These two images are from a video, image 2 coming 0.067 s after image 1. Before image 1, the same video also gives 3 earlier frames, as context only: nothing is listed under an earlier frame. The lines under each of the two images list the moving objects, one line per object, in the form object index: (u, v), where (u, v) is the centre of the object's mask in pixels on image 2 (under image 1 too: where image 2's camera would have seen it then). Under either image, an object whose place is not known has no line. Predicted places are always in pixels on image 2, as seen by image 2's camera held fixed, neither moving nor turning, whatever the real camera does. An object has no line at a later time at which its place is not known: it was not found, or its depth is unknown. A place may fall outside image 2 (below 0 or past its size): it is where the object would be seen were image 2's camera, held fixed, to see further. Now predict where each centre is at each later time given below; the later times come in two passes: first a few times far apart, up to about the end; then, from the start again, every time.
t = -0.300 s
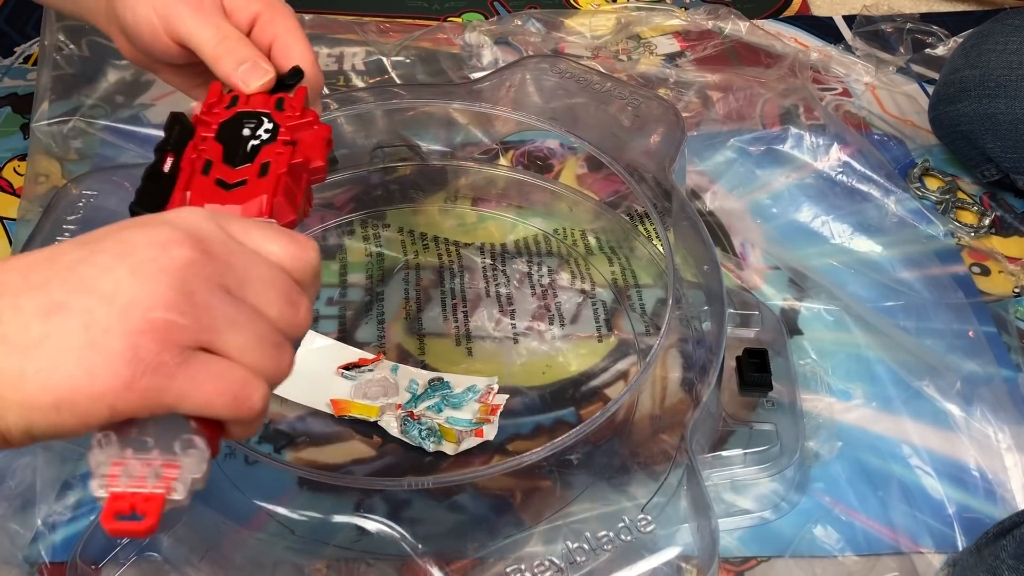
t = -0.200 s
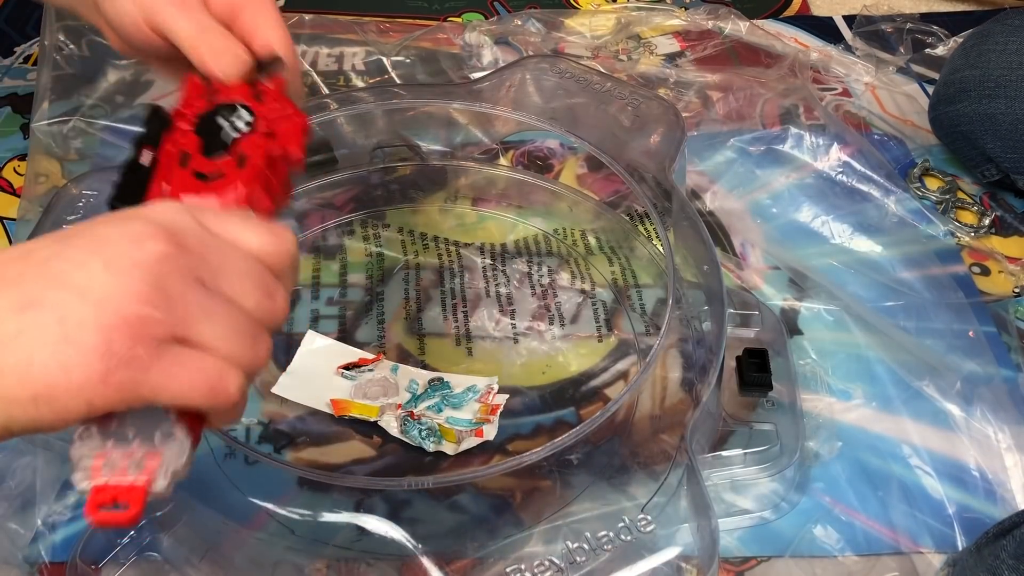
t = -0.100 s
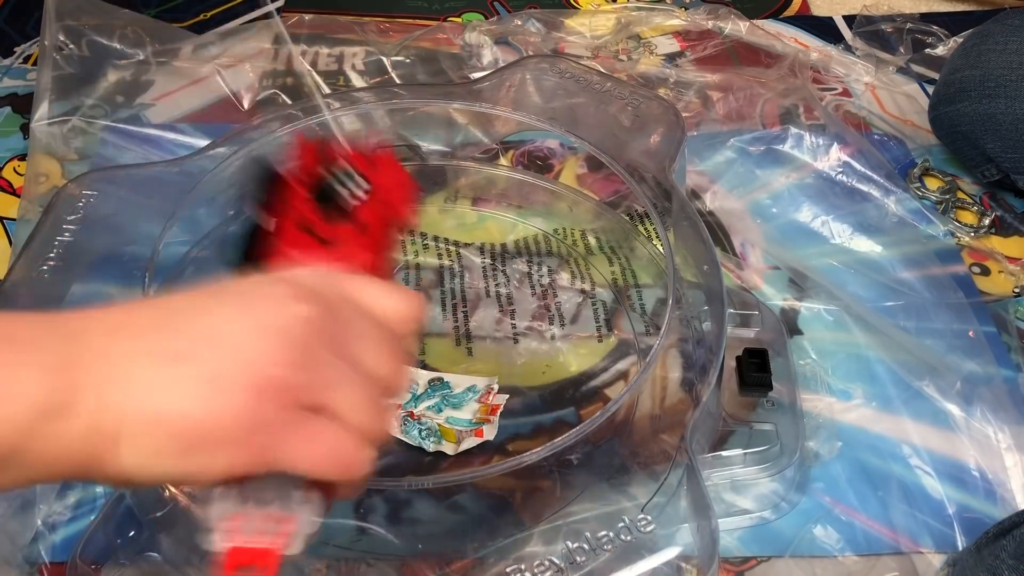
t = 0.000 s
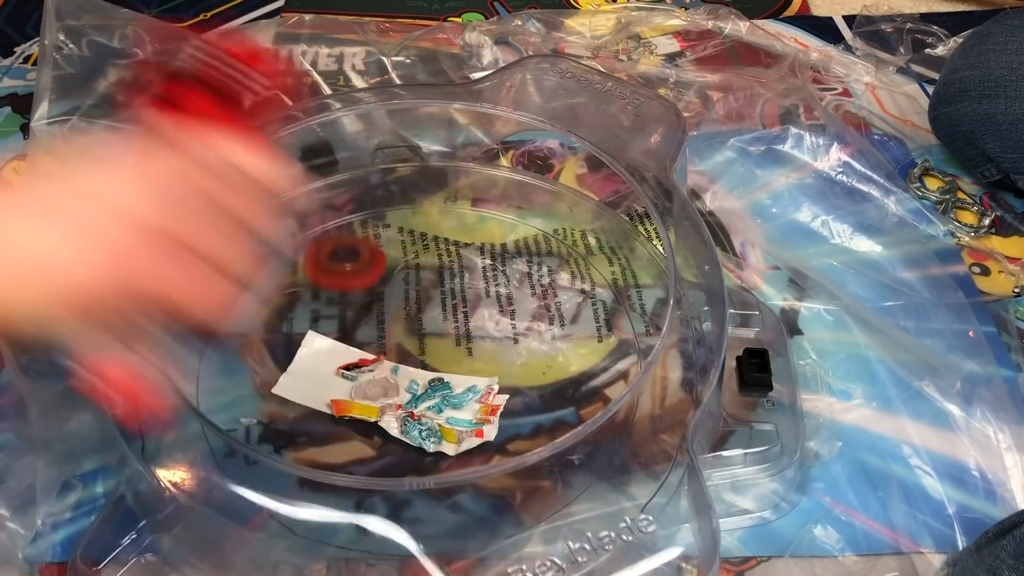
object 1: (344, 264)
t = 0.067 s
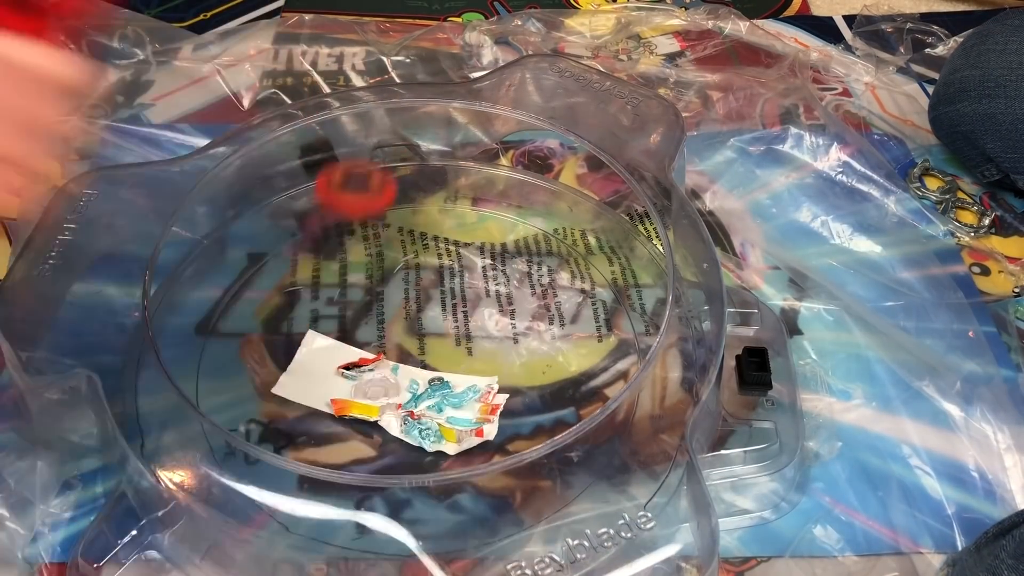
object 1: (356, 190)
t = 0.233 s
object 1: (400, 173)
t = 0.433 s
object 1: (436, 300)
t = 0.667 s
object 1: (529, 372)
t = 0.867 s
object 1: (517, 355)
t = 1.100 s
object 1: (415, 282)
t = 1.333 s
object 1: (330, 273)
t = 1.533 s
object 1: (375, 349)
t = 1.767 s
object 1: (490, 370)
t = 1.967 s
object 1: (512, 330)
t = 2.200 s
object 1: (465, 277)
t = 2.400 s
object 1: (413, 294)
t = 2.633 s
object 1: (443, 388)
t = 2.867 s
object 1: (502, 391)
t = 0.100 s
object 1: (363, 173)
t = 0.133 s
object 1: (373, 164)
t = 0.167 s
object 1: (382, 160)
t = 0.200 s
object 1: (392, 167)
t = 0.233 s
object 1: (400, 173)
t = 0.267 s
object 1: (408, 185)
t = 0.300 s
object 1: (416, 202)
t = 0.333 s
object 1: (423, 221)
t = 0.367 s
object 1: (429, 247)
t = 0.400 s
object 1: (434, 274)
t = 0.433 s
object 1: (436, 300)
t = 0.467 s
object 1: (438, 330)
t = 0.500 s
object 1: (443, 350)
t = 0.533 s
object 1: (467, 360)
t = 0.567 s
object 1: (488, 366)
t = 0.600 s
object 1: (505, 370)
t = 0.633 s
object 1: (519, 373)
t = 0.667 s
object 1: (529, 372)
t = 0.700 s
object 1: (536, 376)
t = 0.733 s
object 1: (538, 374)
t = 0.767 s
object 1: (538, 372)
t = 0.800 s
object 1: (534, 368)
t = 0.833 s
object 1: (527, 362)
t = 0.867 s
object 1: (517, 355)
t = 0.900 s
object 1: (506, 346)
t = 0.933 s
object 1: (492, 336)
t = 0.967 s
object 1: (476, 324)
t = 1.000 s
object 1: (460, 314)
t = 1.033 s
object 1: (445, 303)
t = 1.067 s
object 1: (431, 293)
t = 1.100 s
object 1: (415, 282)
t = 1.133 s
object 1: (399, 272)
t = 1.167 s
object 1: (385, 264)
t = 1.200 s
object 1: (371, 260)
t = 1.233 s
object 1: (357, 259)
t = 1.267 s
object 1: (345, 260)
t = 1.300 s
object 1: (336, 264)
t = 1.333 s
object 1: (330, 273)
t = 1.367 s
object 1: (327, 285)
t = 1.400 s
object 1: (328, 300)
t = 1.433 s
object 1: (333, 313)
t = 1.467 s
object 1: (343, 327)
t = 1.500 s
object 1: (356, 339)
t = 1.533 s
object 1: (375, 349)
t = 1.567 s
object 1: (392, 359)
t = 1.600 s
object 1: (412, 365)
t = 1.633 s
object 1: (430, 369)
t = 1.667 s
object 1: (447, 370)
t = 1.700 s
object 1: (463, 371)
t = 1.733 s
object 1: (477, 372)
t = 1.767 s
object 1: (490, 370)
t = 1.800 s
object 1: (500, 366)
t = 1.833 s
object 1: (509, 361)
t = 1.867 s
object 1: (514, 355)
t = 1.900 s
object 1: (515, 347)
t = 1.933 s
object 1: (514, 340)
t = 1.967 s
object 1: (512, 330)
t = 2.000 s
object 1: (508, 321)
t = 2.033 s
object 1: (503, 313)
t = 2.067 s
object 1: (495, 304)
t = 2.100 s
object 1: (488, 298)
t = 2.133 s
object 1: (480, 290)
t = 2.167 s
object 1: (473, 283)
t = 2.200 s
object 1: (465, 277)
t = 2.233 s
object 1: (456, 272)
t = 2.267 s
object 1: (446, 269)
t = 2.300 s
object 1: (437, 269)
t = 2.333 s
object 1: (427, 274)
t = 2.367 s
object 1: (418, 282)
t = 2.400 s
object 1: (413, 294)
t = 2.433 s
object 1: (410, 307)
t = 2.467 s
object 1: (409, 323)
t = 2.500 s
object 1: (412, 338)
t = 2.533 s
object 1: (418, 354)
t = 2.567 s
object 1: (425, 368)
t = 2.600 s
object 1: (433, 380)
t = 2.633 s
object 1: (443, 388)
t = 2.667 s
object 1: (453, 397)
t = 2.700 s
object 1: (463, 401)
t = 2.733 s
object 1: (473, 405)
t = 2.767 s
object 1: (482, 405)
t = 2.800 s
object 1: (491, 402)
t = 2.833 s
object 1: (497, 398)
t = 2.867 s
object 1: (502, 391)
